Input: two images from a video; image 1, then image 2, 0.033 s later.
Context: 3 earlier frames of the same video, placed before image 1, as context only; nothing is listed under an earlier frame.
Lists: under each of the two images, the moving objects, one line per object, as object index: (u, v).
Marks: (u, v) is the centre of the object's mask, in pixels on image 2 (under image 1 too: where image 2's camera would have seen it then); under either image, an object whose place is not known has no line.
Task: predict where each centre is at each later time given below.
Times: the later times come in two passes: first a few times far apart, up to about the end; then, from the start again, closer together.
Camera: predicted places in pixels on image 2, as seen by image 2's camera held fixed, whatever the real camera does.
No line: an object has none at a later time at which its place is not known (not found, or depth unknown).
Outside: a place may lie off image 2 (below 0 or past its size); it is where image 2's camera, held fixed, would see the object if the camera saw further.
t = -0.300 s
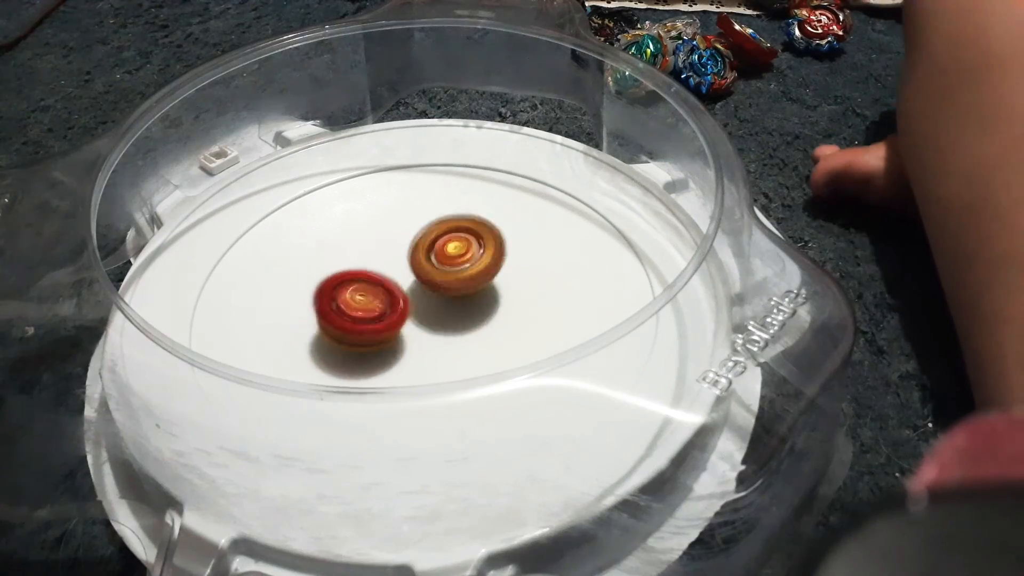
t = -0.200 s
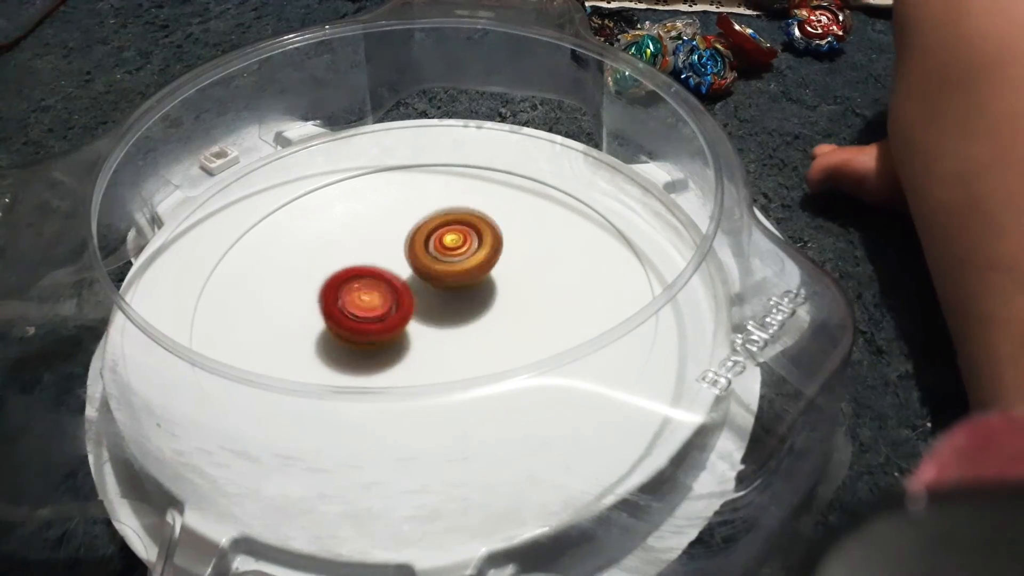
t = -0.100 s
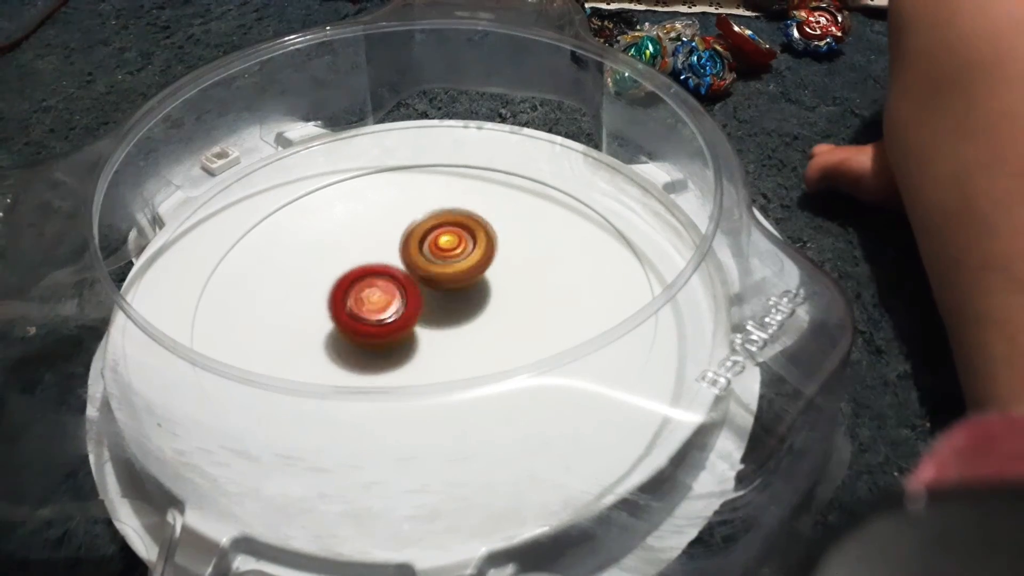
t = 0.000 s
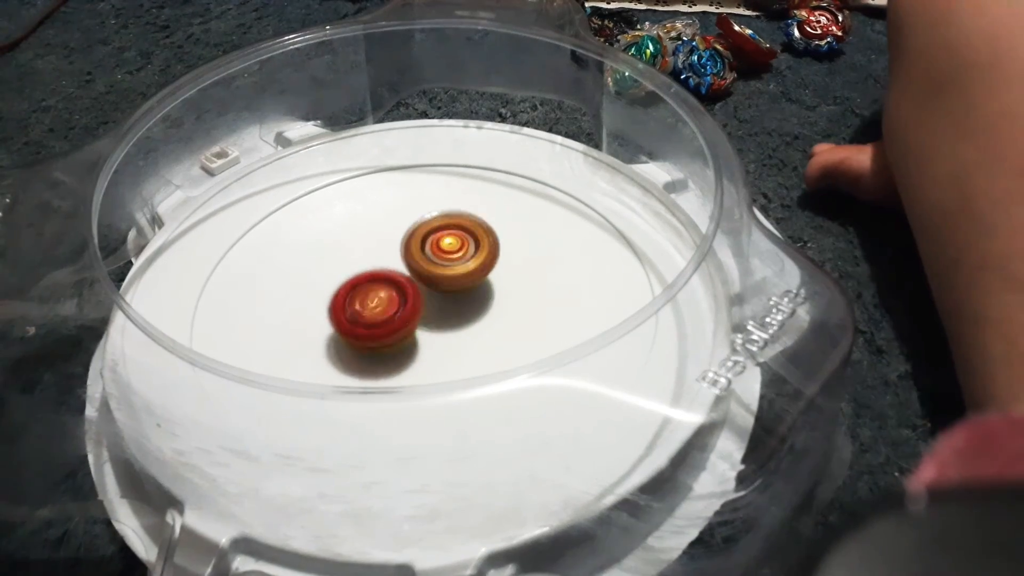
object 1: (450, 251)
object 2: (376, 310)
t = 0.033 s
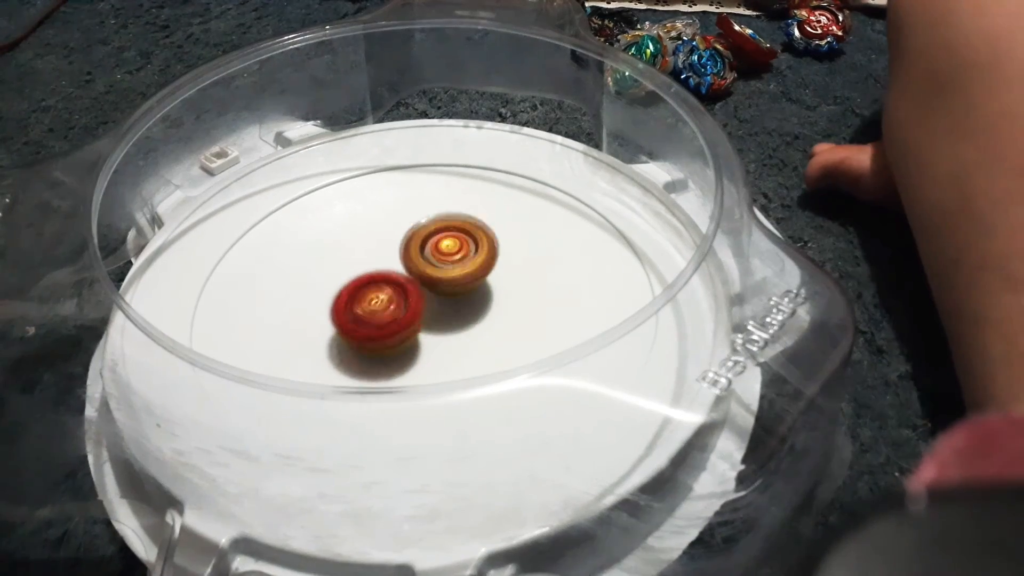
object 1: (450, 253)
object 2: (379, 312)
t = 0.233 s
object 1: (484, 255)
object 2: (365, 336)
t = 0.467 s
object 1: (477, 285)
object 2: (368, 341)
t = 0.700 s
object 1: (482, 300)
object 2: (371, 334)
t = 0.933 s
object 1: (498, 290)
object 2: (369, 333)
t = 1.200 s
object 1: (481, 267)
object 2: (391, 336)
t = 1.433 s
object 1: (445, 264)
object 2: (402, 345)
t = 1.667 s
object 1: (406, 266)
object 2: (407, 351)
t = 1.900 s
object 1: (390, 267)
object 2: (416, 345)
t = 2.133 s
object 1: (396, 267)
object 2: (438, 348)
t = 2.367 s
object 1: (420, 265)
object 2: (449, 349)
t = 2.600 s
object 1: (448, 268)
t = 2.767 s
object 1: (448, 253)
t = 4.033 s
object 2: (477, 328)
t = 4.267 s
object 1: (394, 276)
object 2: (472, 327)
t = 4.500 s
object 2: (471, 318)
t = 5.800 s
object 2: (488, 300)
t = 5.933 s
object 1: (373, 290)
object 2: (485, 289)
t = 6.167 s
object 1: (394, 281)
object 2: (485, 287)
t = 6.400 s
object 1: (377, 277)
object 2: (487, 290)
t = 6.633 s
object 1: (384, 273)
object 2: (479, 282)
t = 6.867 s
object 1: (380, 268)
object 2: (474, 294)
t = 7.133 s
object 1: (369, 266)
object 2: (451, 315)
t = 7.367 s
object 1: (387, 266)
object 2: (451, 316)
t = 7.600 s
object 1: (394, 253)
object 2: (441, 320)
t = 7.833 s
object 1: (397, 252)
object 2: (442, 319)
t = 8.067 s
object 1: (373, 281)
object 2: (442, 319)
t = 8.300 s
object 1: (380, 274)
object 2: (443, 318)
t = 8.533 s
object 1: (378, 276)
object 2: (442, 318)
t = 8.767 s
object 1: (376, 280)
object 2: (443, 318)
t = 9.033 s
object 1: (376, 280)
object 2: (443, 318)
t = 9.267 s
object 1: (376, 280)
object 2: (443, 318)
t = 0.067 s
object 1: (456, 252)
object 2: (372, 318)
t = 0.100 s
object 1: (463, 250)
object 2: (366, 325)
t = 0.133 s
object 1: (470, 250)
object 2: (364, 329)
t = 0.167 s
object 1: (475, 250)
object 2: (363, 332)
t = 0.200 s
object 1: (480, 252)
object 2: (364, 334)
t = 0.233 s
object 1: (484, 255)
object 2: (365, 336)
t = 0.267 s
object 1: (486, 257)
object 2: (366, 337)
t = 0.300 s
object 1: (487, 263)
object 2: (366, 338)
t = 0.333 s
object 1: (487, 266)
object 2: (366, 339)
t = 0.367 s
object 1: (487, 271)
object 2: (366, 340)
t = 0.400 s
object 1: (485, 275)
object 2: (366, 340)
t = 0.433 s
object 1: (482, 280)
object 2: (367, 341)
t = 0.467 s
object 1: (477, 285)
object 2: (368, 341)
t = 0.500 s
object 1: (474, 290)
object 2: (369, 340)
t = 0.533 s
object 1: (468, 295)
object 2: (371, 340)
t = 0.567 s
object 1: (467, 297)
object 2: (370, 339)
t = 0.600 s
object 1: (471, 297)
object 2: (364, 340)
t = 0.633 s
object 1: (476, 298)
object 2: (363, 338)
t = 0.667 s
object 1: (480, 299)
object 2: (366, 335)
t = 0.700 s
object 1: (482, 300)
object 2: (371, 334)
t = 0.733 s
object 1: (484, 301)
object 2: (374, 333)
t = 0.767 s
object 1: (483, 301)
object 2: (378, 333)
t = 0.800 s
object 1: (483, 301)
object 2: (381, 333)
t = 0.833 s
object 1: (485, 299)
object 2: (378, 334)
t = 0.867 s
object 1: (494, 295)
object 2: (370, 335)
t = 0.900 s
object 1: (497, 293)
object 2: (367, 335)
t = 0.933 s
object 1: (498, 290)
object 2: (369, 333)
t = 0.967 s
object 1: (500, 288)
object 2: (373, 334)
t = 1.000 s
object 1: (501, 283)
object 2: (375, 334)
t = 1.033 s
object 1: (500, 279)
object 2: (378, 335)
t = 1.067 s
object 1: (498, 276)
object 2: (380, 335)
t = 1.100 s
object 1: (496, 273)
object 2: (383, 335)
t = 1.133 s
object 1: (492, 271)
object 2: (386, 336)
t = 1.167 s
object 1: (486, 268)
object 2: (388, 336)
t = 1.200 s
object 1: (481, 267)
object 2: (391, 336)
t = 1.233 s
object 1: (476, 267)
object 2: (394, 337)
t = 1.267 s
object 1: (471, 267)
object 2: (397, 336)
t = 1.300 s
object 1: (465, 267)
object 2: (400, 338)
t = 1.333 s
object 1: (459, 268)
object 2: (403, 338)
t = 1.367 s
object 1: (454, 268)
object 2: (404, 339)
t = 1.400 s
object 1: (450, 266)
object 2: (403, 343)
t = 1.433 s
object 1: (445, 264)
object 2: (402, 345)
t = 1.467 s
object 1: (438, 264)
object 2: (403, 346)
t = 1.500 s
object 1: (433, 265)
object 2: (405, 346)
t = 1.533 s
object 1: (427, 266)
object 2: (407, 347)
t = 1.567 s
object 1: (422, 267)
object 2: (408, 348)
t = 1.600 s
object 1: (416, 269)
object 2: (408, 348)
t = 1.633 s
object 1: (410, 267)
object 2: (408, 350)
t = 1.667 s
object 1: (406, 266)
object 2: (407, 351)
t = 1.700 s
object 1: (403, 265)
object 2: (408, 350)
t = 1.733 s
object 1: (399, 264)
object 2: (408, 350)
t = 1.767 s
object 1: (394, 265)
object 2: (409, 349)
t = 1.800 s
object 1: (391, 265)
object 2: (410, 348)
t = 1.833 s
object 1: (389, 265)
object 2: (412, 347)
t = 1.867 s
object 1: (388, 266)
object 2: (414, 346)
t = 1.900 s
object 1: (390, 267)
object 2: (416, 345)
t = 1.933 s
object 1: (389, 269)
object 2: (418, 344)
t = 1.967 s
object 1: (390, 271)
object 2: (421, 344)
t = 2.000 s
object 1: (391, 272)
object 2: (422, 344)
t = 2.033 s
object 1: (392, 273)
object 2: (424, 346)
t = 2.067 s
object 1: (392, 271)
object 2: (428, 348)
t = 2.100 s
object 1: (395, 269)
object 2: (433, 348)
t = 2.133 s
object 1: (396, 267)
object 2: (438, 348)
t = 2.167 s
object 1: (399, 266)
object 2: (440, 349)
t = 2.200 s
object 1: (401, 264)
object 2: (443, 349)
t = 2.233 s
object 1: (405, 264)
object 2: (445, 349)
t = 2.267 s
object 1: (407, 264)
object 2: (446, 349)
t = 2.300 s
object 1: (412, 264)
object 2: (448, 349)
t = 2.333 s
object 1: (415, 264)
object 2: (449, 349)
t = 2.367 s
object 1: (420, 265)
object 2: (449, 349)
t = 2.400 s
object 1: (425, 266)
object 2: (450, 349)
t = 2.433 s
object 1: (428, 268)
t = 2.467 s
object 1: (434, 269)
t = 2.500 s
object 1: (438, 270)
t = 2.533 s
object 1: (442, 270)
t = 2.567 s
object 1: (444, 270)
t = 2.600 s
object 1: (448, 268)
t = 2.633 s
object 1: (451, 267)
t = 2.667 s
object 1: (454, 264)
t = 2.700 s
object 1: (452, 258)
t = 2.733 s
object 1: (450, 255)
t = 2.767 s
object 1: (448, 253)
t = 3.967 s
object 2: (477, 327)
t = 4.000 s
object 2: (477, 327)
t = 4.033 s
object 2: (477, 328)
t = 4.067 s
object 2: (480, 329)
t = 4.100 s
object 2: (483, 329)
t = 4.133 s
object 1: (392, 273)
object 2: (481, 331)
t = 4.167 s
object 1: (391, 273)
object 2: (477, 333)
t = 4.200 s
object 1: (393, 276)
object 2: (475, 331)
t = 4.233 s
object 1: (394, 275)
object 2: (472, 329)
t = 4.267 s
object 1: (394, 276)
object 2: (472, 327)
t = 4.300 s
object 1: (392, 274)
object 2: (471, 327)
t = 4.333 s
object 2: (469, 326)
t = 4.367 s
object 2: (469, 324)
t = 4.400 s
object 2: (471, 322)
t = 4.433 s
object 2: (471, 321)
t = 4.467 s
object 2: (471, 319)
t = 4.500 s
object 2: (471, 318)
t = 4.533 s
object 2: (472, 315)
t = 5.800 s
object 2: (488, 300)
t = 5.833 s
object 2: (487, 298)
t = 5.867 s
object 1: (372, 290)
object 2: (486, 296)
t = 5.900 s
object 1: (371, 290)
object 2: (486, 292)
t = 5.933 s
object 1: (373, 290)
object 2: (485, 289)
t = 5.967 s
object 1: (379, 290)
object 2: (485, 285)
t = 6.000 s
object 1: (385, 290)
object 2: (486, 284)
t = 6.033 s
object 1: (386, 288)
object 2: (490, 284)
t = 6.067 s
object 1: (385, 287)
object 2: (491, 285)
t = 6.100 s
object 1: (388, 284)
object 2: (489, 286)
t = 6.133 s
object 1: (390, 282)
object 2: (487, 286)
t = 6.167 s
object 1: (394, 281)
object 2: (485, 287)
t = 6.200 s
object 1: (396, 279)
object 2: (485, 288)
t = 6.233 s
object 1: (396, 277)
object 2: (485, 290)
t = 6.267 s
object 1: (390, 275)
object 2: (490, 290)
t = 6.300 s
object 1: (382, 277)
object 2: (493, 290)
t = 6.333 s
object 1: (380, 281)
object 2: (494, 291)
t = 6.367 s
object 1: (381, 279)
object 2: (491, 291)
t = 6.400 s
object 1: (377, 277)
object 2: (487, 290)
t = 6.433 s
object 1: (373, 276)
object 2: (483, 289)
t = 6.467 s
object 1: (371, 276)
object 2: (480, 288)
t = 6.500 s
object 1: (371, 276)
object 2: (479, 286)
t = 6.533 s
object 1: (372, 276)
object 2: (479, 285)
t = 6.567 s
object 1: (374, 275)
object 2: (479, 284)
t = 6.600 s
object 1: (379, 274)
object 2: (479, 282)
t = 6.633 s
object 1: (384, 273)
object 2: (479, 282)
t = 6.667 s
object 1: (386, 272)
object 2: (477, 282)
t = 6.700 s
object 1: (383, 270)
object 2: (477, 283)
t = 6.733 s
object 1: (385, 268)
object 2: (477, 286)
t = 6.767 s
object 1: (382, 264)
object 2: (479, 286)
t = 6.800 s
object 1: (380, 265)
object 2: (480, 287)
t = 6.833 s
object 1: (380, 266)
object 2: (478, 291)
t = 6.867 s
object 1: (380, 268)
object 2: (474, 294)
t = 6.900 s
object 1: (378, 268)
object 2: (470, 296)
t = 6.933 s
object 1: (375, 269)
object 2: (466, 297)
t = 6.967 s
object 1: (373, 269)
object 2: (463, 300)
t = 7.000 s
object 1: (372, 270)
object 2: (458, 303)
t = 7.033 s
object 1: (373, 269)
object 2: (454, 306)
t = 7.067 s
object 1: (373, 268)
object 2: (451, 309)
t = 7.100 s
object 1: (370, 266)
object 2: (451, 313)
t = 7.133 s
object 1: (369, 266)
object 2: (451, 315)
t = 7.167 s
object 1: (370, 264)
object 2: (455, 315)
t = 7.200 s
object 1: (372, 261)
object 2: (457, 315)
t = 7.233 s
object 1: (373, 258)
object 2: (460, 315)
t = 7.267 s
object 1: (377, 259)
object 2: (460, 315)
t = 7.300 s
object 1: (381, 261)
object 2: (459, 314)
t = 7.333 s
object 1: (383, 264)
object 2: (456, 315)
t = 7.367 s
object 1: (387, 266)
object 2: (451, 316)
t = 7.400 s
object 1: (391, 266)
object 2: (447, 316)
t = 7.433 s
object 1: (394, 263)
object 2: (443, 317)
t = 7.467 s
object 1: (398, 260)
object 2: (441, 316)
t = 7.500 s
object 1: (401, 257)
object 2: (439, 317)
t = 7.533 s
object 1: (401, 257)
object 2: (438, 316)
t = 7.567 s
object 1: (397, 254)
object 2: (439, 318)
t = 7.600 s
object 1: (394, 253)
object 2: (441, 320)
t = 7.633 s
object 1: (392, 252)
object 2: (441, 321)
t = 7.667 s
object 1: (392, 251)
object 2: (442, 322)
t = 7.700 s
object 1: (394, 253)
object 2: (444, 323)
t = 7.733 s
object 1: (395, 251)
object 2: (442, 321)
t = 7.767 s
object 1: (397, 251)
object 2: (442, 320)
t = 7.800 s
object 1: (397, 249)
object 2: (442, 319)
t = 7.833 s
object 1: (397, 252)
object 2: (442, 319)
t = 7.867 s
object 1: (396, 254)
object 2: (442, 318)
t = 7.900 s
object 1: (394, 258)
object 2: (443, 319)
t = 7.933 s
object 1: (391, 262)
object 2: (442, 319)
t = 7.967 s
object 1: (387, 267)
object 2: (442, 319)
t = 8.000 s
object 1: (382, 272)
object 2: (442, 319)
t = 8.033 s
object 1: (377, 278)
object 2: (442, 319)
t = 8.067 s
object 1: (373, 281)
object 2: (442, 319)
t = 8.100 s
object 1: (370, 283)
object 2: (442, 320)
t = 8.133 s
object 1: (370, 283)
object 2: (442, 319)
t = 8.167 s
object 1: (373, 282)
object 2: (443, 319)
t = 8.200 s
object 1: (376, 279)
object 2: (443, 319)
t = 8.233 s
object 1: (377, 277)
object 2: (443, 318)
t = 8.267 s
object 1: (379, 275)
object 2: (443, 318)
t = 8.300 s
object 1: (380, 274)
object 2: (443, 318)
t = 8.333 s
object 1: (382, 272)
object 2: (443, 319)
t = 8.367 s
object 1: (382, 272)
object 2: (443, 318)
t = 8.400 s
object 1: (382, 272)
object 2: (443, 319)
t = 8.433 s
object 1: (381, 273)
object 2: (443, 319)
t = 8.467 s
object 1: (380, 275)
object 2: (443, 318)
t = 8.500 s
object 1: (379, 275)
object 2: (443, 318)
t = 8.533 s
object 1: (378, 276)
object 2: (442, 318)
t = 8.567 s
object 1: (378, 278)
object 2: (443, 318)
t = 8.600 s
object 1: (376, 279)
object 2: (443, 318)
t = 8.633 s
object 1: (375, 281)
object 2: (443, 318)
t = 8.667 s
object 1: (374, 281)
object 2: (443, 318)
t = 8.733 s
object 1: (375, 281)
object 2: (443, 318)
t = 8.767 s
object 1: (376, 280)
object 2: (443, 318)
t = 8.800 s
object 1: (376, 280)
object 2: (443, 318)
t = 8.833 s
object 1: (376, 280)
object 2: (443, 318)
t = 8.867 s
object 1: (376, 280)
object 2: (443, 318)
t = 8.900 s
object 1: (376, 280)
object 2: (443, 318)
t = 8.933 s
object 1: (376, 280)
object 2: (443, 318)
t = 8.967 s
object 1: (376, 280)
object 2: (443, 318)
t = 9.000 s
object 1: (376, 280)
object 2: (443, 318)
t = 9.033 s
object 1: (376, 280)
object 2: (443, 318)
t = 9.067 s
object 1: (376, 280)
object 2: (443, 318)
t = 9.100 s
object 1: (376, 280)
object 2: (443, 318)
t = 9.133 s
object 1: (376, 280)
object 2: (443, 318)
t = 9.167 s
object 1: (376, 280)
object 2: (443, 318)
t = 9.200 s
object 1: (376, 280)
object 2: (443, 318)
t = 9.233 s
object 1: (376, 280)
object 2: (443, 318)
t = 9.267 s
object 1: (376, 280)
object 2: (443, 318)
